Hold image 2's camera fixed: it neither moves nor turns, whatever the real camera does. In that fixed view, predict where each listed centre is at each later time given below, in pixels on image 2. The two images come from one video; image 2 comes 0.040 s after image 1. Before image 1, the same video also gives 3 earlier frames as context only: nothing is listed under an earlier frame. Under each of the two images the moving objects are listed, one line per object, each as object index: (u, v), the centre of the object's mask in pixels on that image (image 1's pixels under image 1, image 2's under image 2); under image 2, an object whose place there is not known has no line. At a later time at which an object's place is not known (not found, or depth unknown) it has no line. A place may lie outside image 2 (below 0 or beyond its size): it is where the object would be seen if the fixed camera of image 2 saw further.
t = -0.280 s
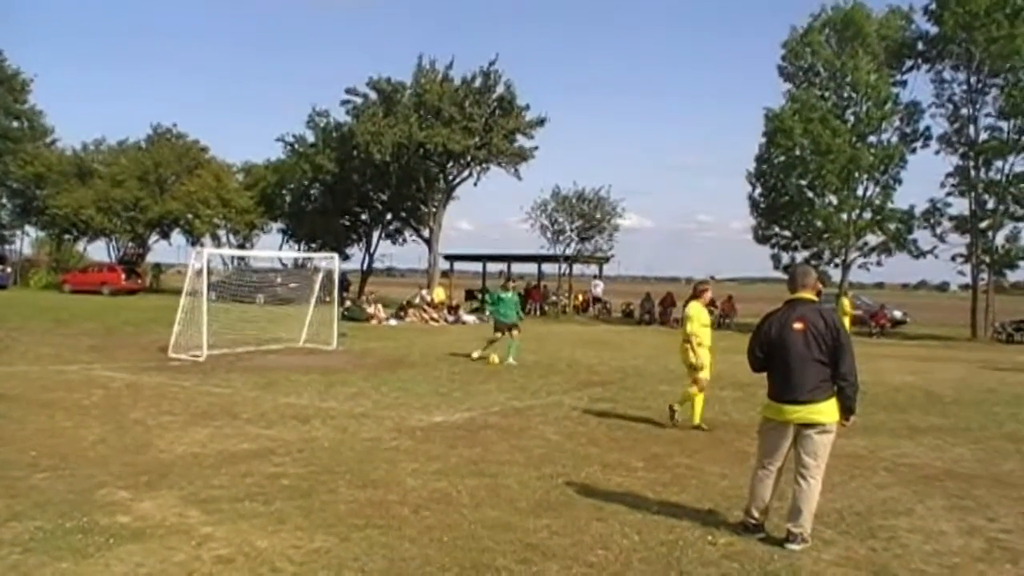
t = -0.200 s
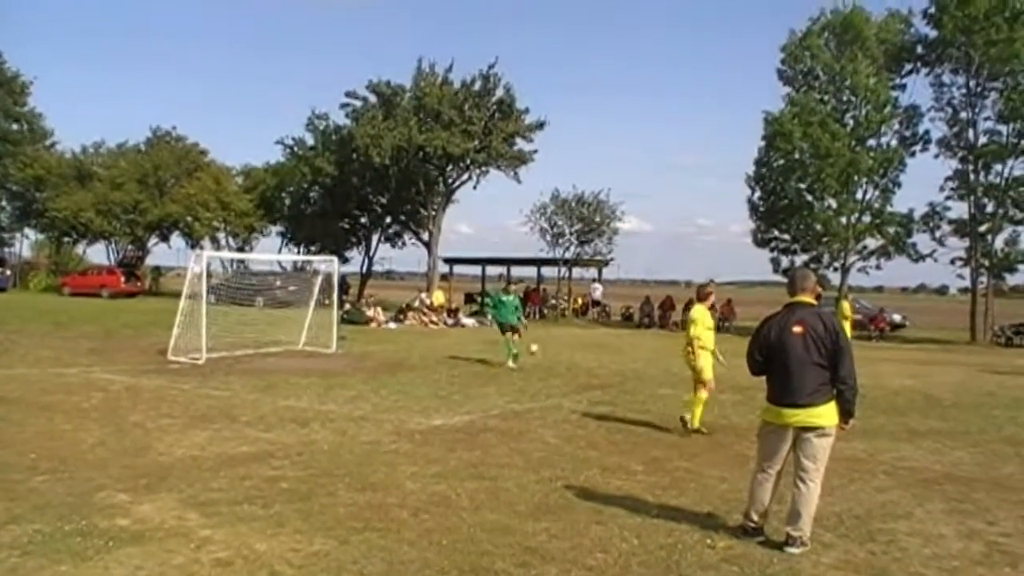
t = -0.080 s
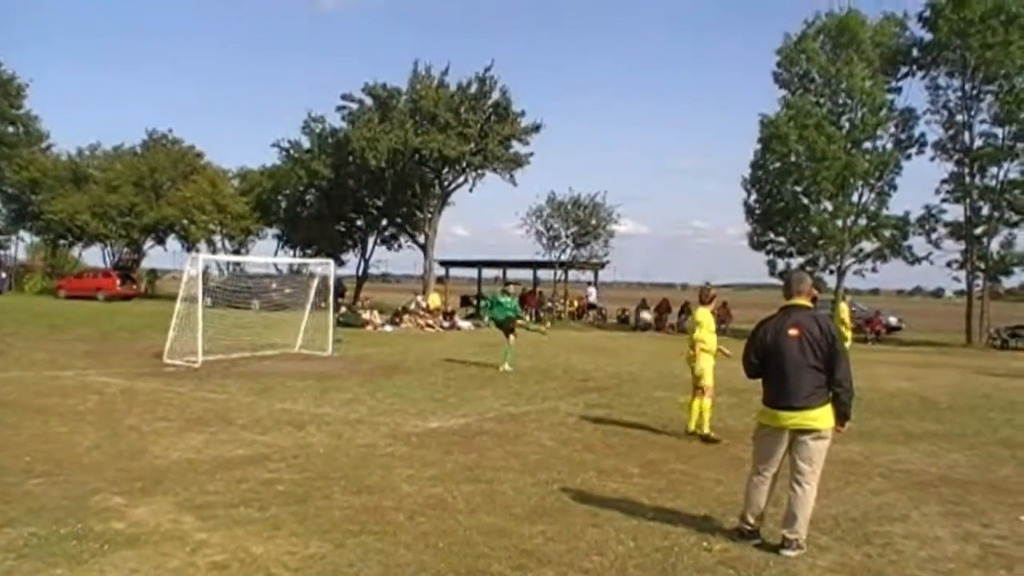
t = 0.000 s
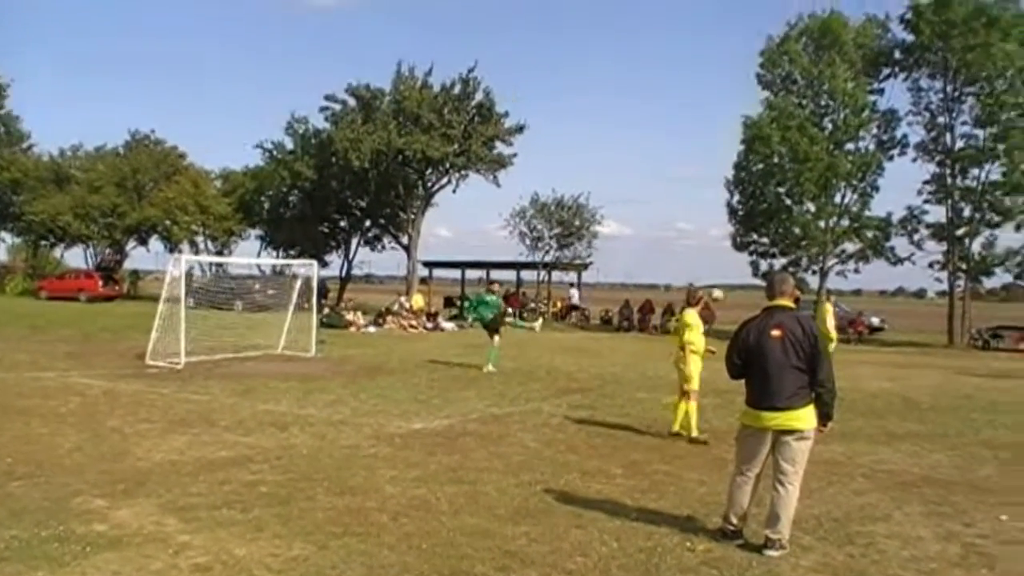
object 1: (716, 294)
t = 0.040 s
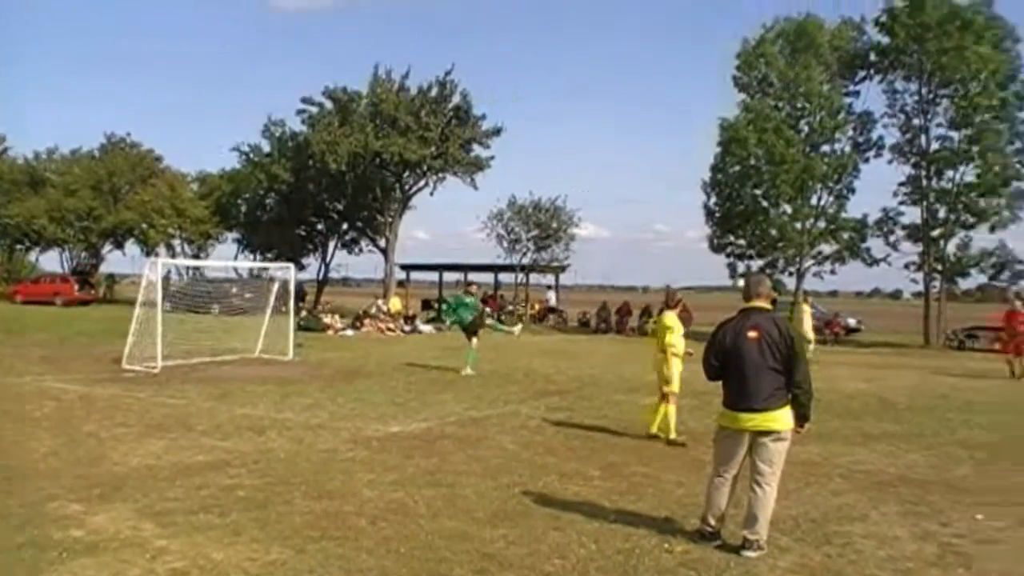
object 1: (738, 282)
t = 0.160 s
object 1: (889, 251)
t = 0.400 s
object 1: (1267, 194)
